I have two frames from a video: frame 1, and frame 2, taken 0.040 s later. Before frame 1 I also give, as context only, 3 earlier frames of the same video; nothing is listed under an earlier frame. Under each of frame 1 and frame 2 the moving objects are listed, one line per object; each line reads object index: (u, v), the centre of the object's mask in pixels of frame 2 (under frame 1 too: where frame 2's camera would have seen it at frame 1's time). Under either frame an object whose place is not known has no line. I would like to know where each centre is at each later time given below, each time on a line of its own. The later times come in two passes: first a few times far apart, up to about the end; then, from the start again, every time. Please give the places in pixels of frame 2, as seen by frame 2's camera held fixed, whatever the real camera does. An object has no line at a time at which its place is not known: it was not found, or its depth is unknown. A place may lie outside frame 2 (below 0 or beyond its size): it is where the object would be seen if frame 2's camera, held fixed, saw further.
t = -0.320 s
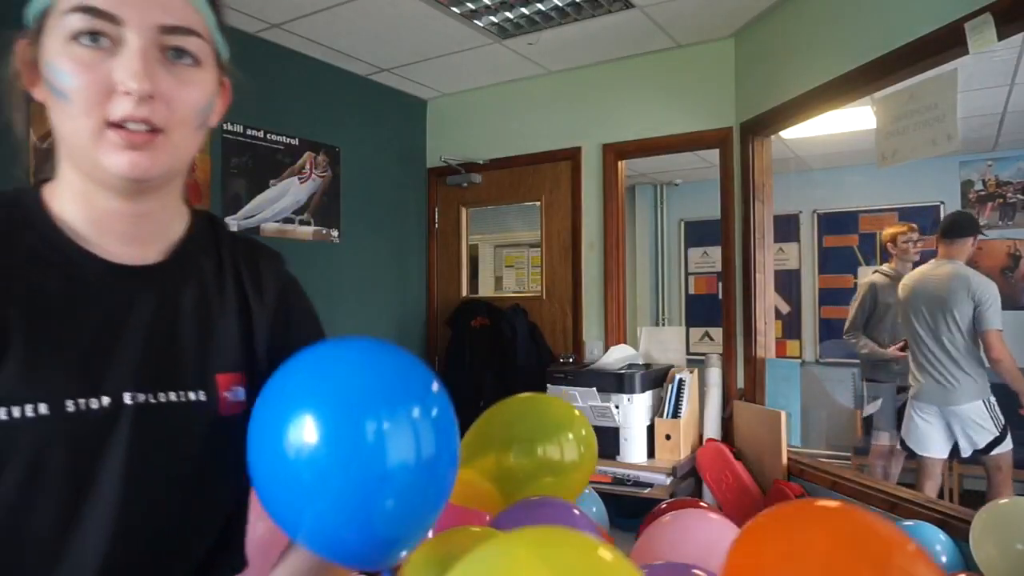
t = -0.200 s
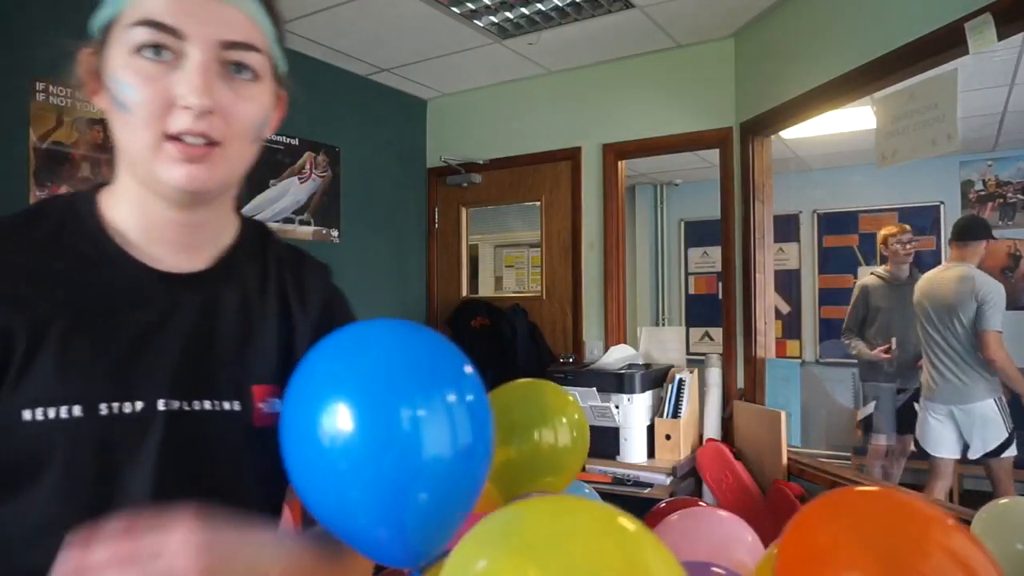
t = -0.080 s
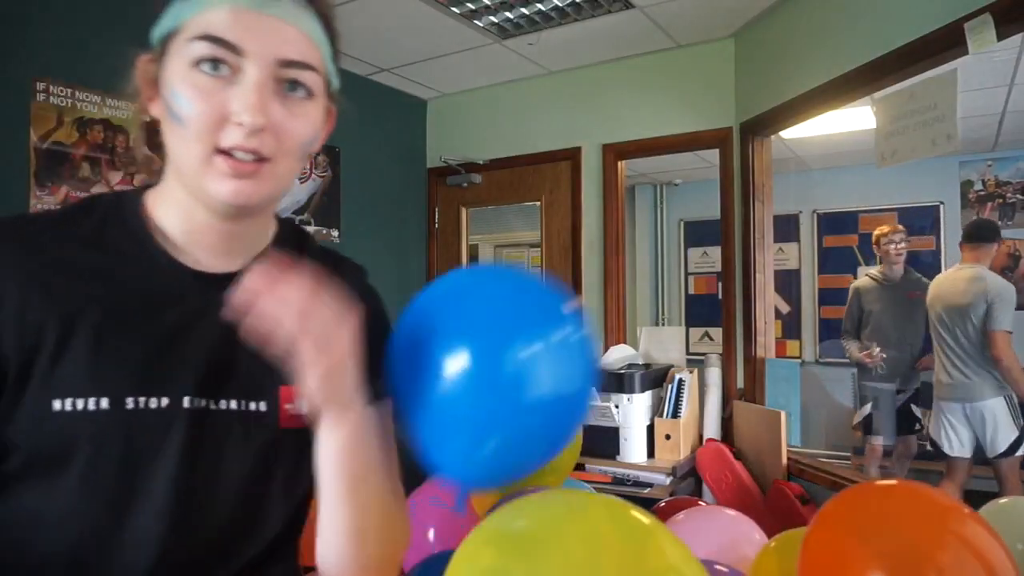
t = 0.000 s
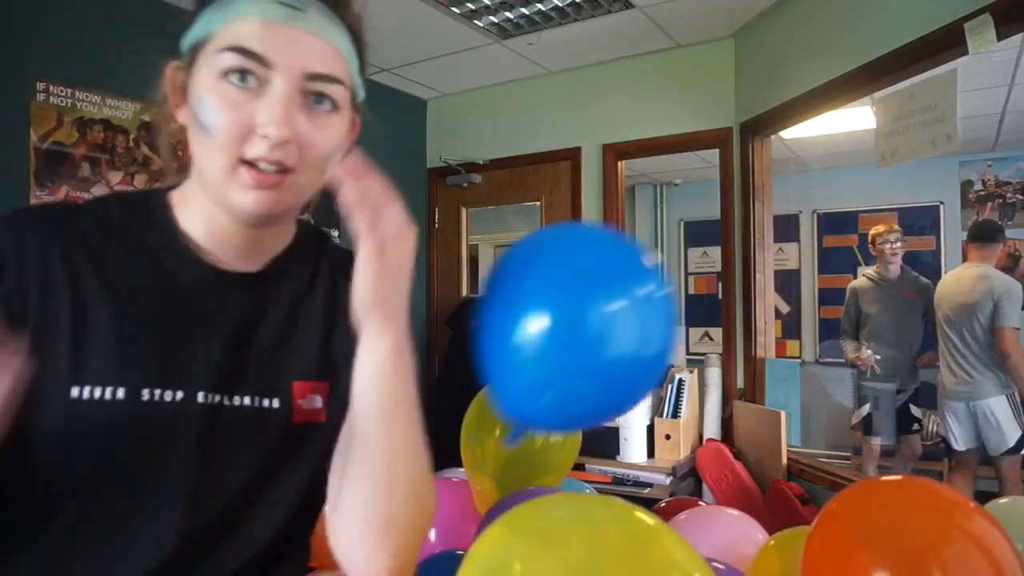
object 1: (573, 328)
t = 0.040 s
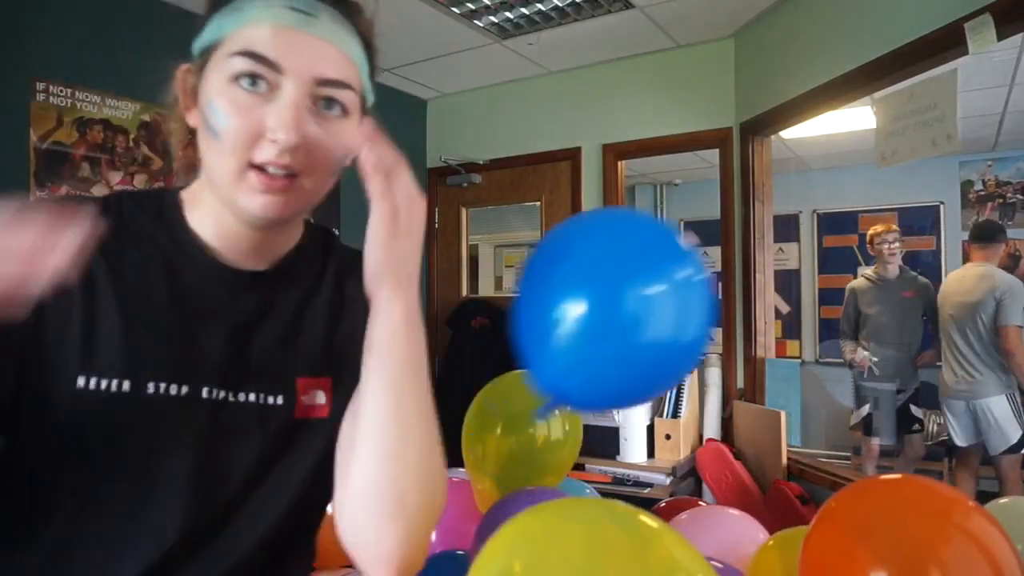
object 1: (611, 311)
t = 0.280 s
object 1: (796, 278)
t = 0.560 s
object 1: (932, 379)
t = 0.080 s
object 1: (648, 297)
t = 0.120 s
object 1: (682, 286)
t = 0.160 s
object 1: (713, 278)
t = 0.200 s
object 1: (743, 276)
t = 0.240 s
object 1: (770, 275)
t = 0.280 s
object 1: (796, 278)
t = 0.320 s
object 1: (818, 283)
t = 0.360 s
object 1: (841, 293)
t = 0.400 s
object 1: (862, 305)
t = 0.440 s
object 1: (882, 321)
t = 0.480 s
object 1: (900, 337)
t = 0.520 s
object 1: (917, 358)
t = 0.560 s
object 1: (932, 379)
